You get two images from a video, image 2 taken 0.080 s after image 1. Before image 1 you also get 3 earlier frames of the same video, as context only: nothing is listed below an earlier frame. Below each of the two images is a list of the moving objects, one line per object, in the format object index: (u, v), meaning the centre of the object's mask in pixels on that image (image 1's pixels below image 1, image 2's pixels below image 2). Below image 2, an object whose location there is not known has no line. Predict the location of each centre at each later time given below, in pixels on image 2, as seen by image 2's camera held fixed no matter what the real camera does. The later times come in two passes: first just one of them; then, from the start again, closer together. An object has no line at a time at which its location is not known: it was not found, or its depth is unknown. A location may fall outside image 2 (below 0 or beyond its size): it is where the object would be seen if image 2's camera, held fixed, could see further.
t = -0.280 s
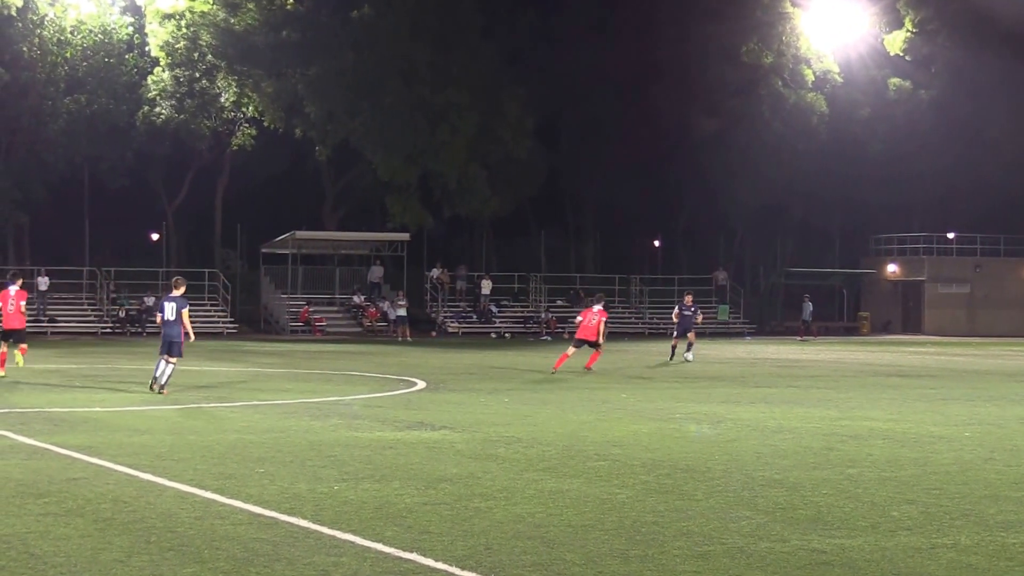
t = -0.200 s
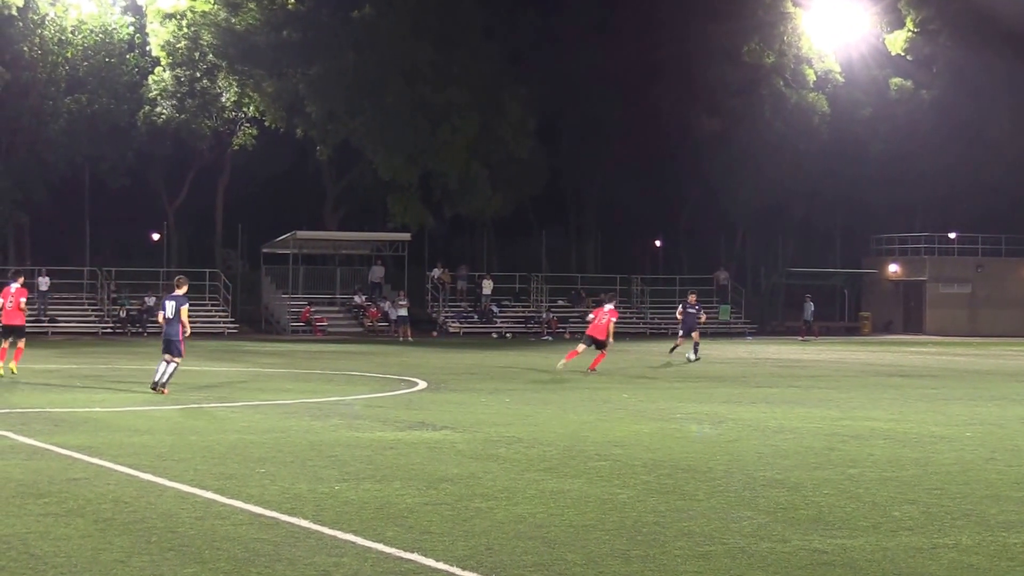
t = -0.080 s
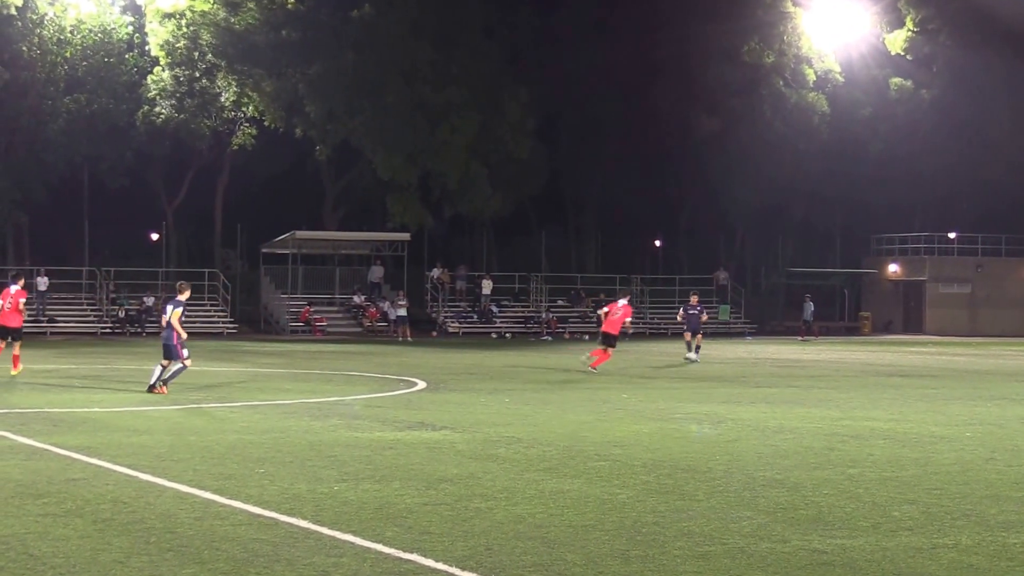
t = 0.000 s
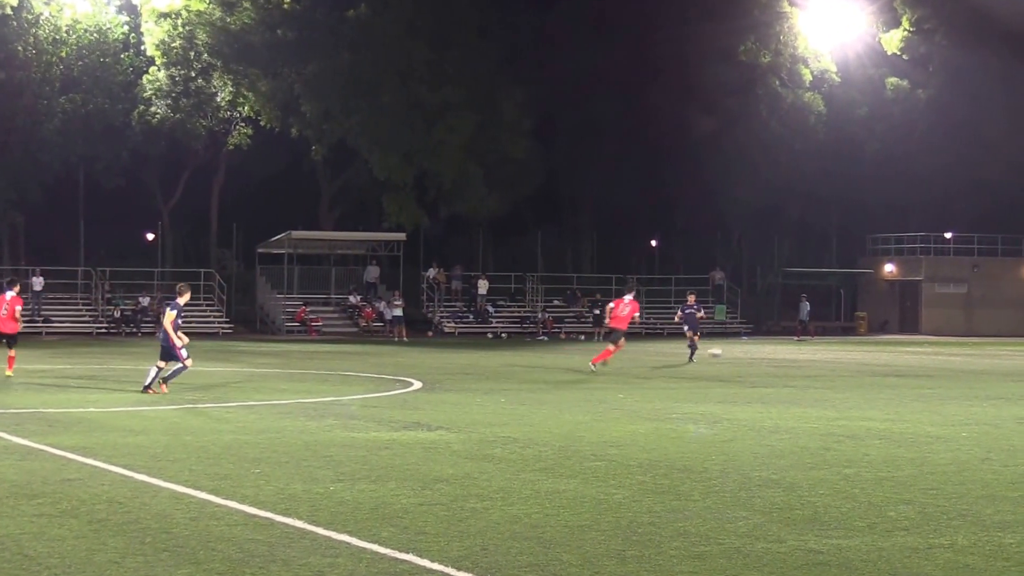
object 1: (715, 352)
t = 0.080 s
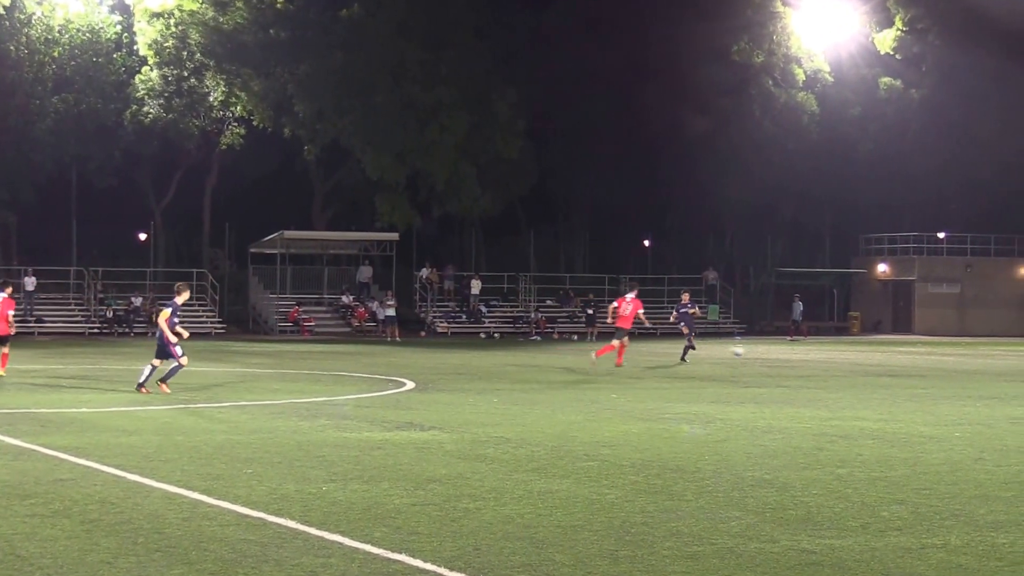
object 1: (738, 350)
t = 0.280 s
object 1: (822, 362)
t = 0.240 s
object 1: (802, 357)
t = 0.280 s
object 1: (822, 362)
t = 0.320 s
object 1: (841, 367)
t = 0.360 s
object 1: (858, 366)
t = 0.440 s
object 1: (895, 364)
